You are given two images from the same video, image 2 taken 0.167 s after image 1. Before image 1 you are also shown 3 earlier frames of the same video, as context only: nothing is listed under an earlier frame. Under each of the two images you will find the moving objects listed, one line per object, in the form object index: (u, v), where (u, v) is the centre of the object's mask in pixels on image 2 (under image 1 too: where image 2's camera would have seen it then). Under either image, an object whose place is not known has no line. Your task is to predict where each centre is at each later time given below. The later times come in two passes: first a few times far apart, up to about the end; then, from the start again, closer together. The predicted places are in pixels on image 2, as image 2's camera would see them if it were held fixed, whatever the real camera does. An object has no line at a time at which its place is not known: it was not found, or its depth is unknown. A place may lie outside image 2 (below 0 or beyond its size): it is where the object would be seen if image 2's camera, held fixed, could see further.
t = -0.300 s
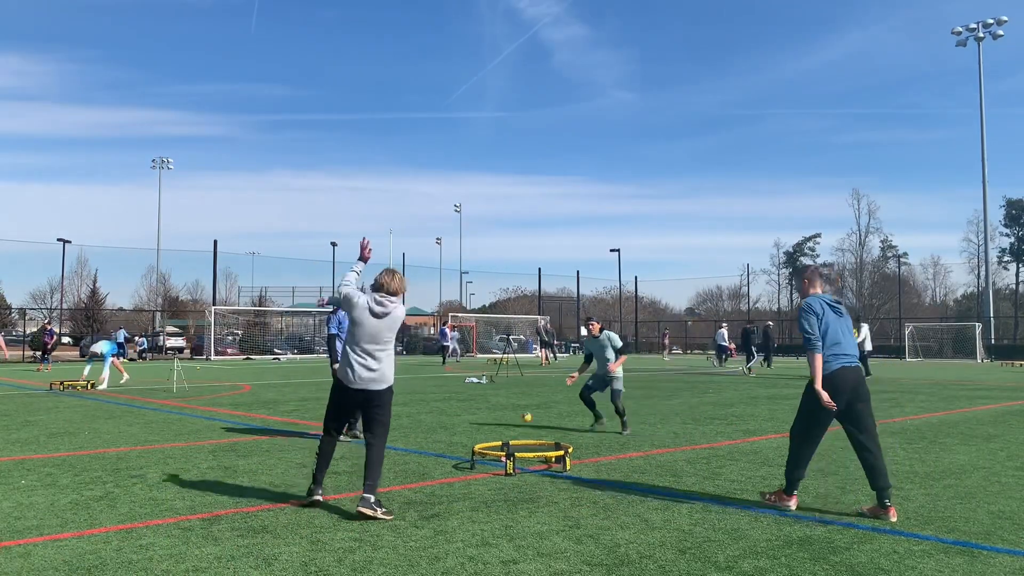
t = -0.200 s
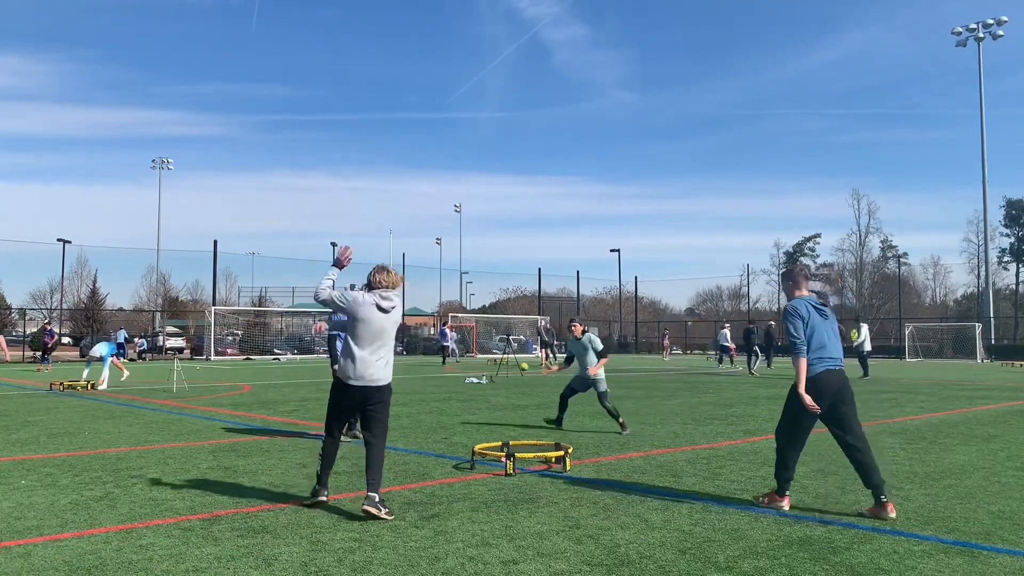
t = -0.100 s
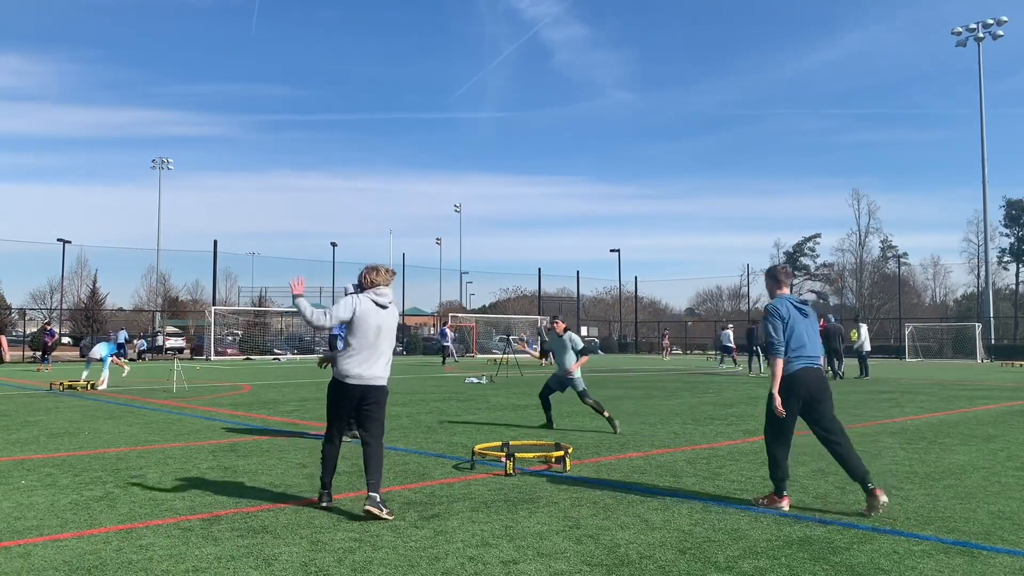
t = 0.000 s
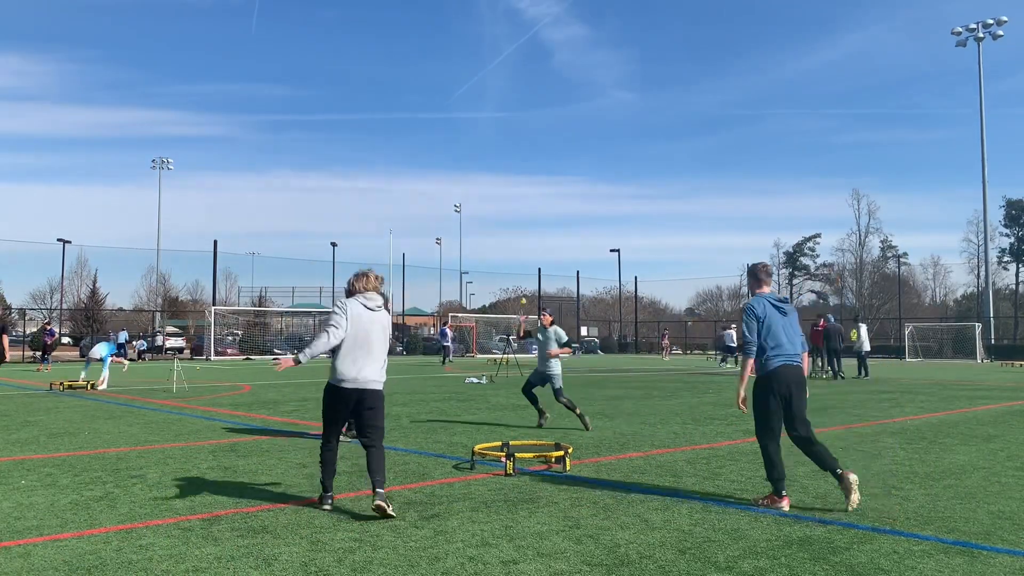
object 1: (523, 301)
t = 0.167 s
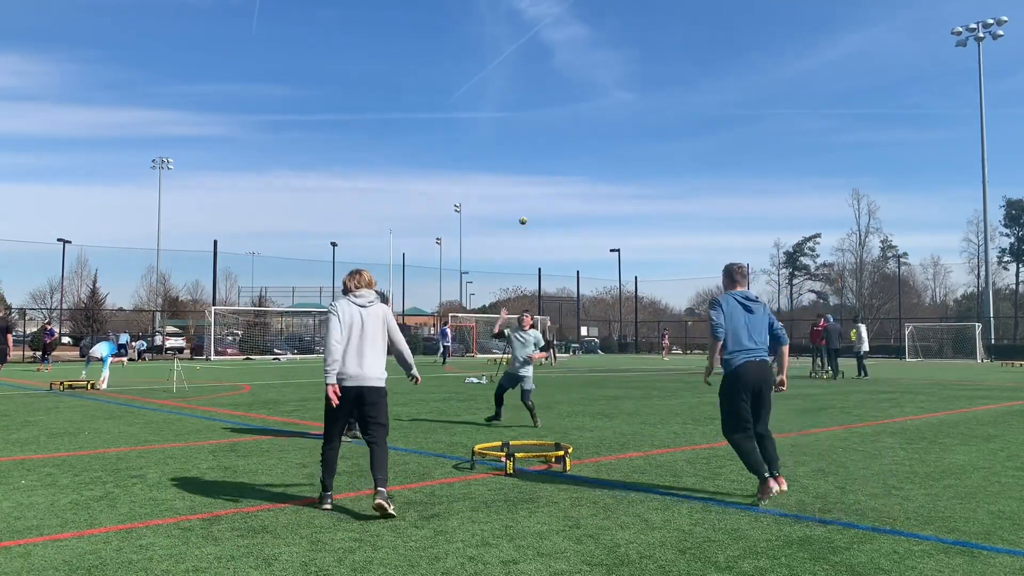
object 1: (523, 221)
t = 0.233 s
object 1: (523, 194)
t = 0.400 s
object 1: (524, 136)
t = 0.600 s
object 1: (526, 94)
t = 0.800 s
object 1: (527, 85)
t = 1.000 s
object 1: (529, 119)
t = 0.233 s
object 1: (523, 194)
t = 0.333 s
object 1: (524, 158)
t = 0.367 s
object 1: (524, 147)
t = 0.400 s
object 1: (524, 136)
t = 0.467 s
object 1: (524, 119)
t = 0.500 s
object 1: (525, 111)
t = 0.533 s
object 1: (525, 105)
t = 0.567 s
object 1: (525, 99)
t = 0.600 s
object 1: (526, 94)
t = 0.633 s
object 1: (526, 90)
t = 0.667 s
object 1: (526, 87)
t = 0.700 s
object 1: (526, 85)
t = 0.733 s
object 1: (527, 84)
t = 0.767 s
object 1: (527, 84)
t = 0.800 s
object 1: (527, 85)
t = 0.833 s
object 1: (528, 88)
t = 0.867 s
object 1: (528, 91)
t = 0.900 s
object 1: (528, 96)
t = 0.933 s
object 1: (528, 102)
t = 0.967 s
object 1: (529, 110)
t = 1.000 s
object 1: (529, 119)
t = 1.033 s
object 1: (529, 129)
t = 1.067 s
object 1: (530, 141)
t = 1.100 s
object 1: (530, 155)
